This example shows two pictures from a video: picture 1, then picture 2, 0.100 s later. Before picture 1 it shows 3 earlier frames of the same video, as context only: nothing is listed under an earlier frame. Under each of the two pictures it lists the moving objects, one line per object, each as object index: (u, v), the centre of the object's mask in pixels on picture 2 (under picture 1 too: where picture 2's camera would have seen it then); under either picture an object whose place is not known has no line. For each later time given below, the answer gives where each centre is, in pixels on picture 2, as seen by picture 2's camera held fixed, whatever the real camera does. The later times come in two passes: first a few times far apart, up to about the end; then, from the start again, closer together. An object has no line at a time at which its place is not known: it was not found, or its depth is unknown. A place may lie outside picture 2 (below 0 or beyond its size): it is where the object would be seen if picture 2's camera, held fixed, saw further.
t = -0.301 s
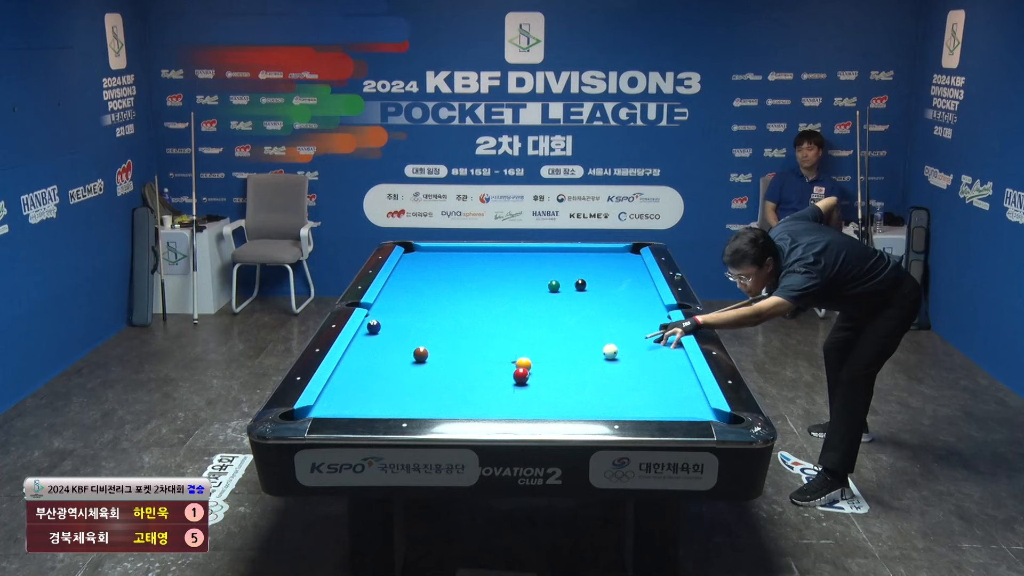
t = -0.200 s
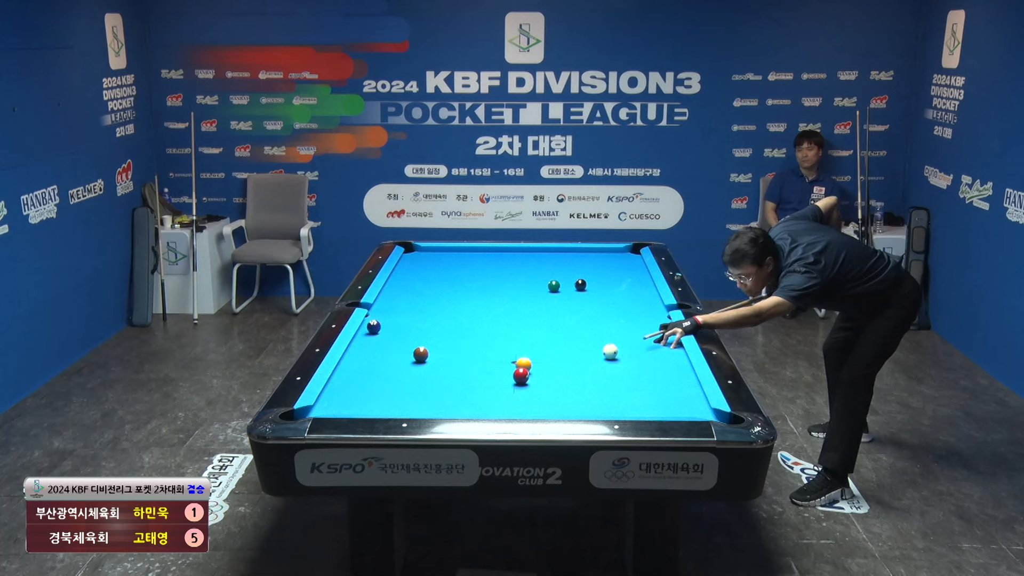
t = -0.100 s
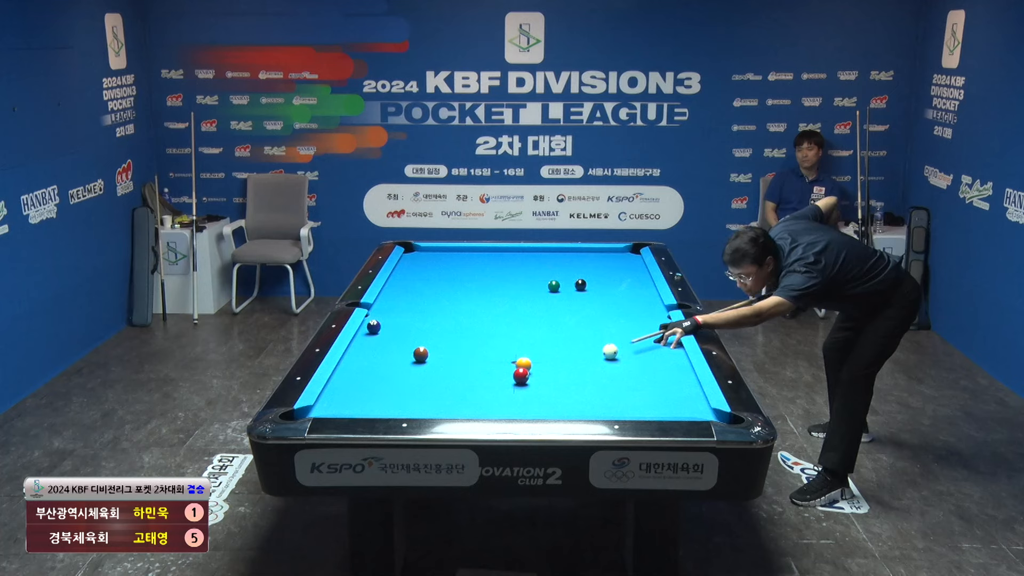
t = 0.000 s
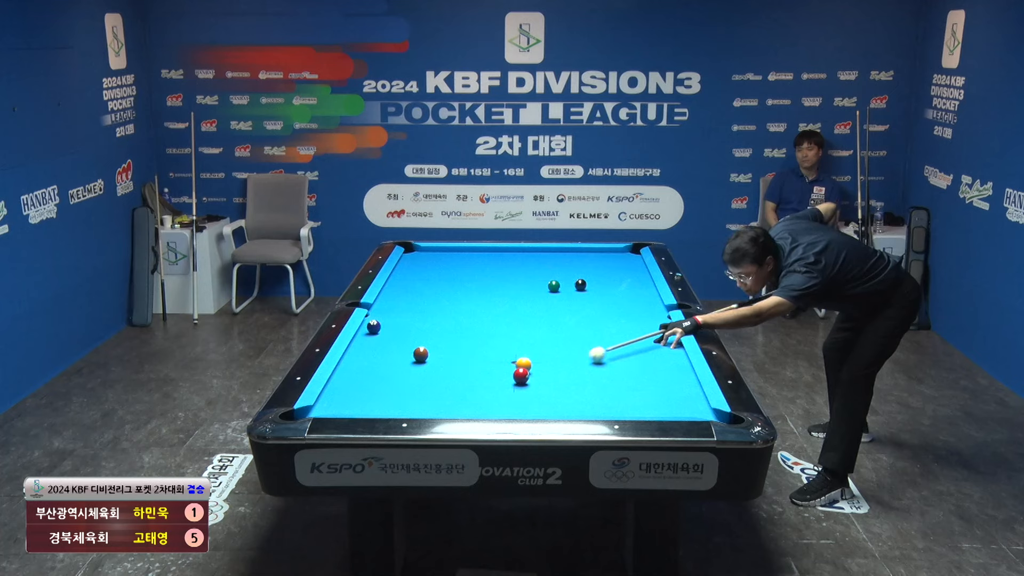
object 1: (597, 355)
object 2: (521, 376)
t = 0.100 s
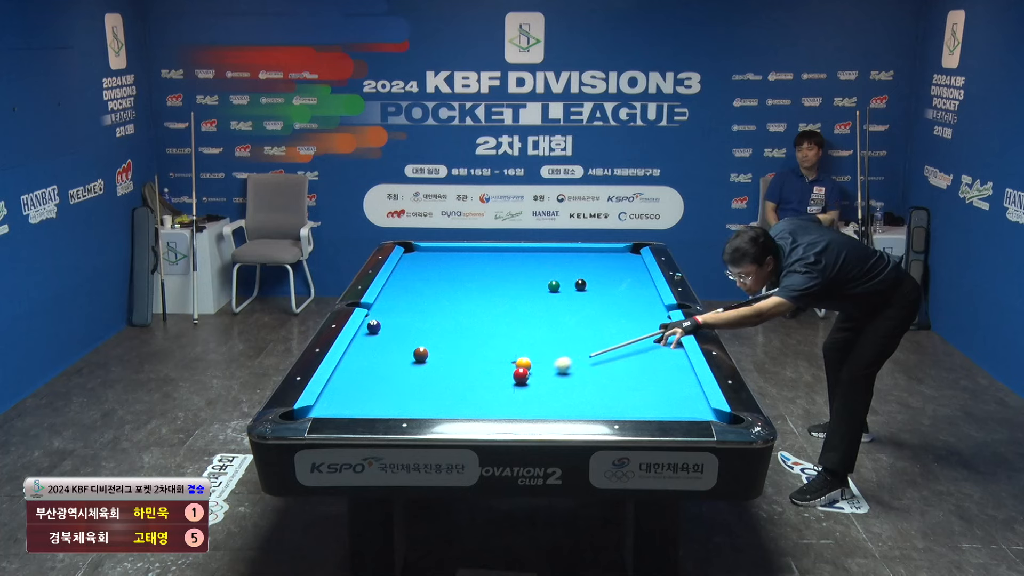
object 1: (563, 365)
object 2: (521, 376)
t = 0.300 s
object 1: (537, 378)
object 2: (477, 383)
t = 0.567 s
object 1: (524, 391)
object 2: (396, 398)
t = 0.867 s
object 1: (506, 406)
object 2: (307, 411)
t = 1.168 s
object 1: (487, 408)
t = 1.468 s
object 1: (468, 402)
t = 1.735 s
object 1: (453, 395)
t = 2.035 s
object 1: (438, 389)
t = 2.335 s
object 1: (424, 383)
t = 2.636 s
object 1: (412, 378)
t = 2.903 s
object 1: (403, 373)
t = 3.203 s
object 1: (393, 369)
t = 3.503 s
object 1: (385, 366)
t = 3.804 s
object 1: (378, 363)
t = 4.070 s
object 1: (372, 361)
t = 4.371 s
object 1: (367, 359)
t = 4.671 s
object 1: (364, 357)
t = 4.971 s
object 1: (361, 356)
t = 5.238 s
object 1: (359, 355)
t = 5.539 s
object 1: (357, 355)
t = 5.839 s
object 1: (357, 355)
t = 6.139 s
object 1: (357, 355)
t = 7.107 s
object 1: (361, 354)
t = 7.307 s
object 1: (357, 355)
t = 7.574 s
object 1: (357, 355)
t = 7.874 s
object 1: (357, 355)
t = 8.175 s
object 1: (357, 355)
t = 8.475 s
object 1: (357, 355)
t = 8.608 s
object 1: (357, 354)
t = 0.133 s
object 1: (552, 368)
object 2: (521, 376)
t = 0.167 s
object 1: (540, 372)
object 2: (521, 376)
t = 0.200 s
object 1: (536, 374)
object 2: (514, 376)
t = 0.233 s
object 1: (537, 375)
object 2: (501, 379)
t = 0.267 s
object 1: (537, 376)
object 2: (489, 381)
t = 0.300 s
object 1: (537, 378)
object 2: (477, 383)
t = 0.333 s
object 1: (536, 379)
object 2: (466, 385)
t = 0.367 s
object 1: (535, 381)
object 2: (455, 387)
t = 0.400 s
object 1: (534, 382)
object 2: (445, 389)
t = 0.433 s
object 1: (532, 384)
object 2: (435, 391)
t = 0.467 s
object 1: (530, 386)
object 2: (425, 393)
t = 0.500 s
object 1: (528, 388)
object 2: (416, 395)
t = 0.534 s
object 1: (526, 389)
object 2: (406, 396)
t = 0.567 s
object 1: (524, 391)
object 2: (396, 398)
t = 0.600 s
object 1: (522, 393)
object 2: (387, 400)
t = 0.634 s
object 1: (520, 395)
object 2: (377, 401)
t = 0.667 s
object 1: (518, 396)
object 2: (367, 403)
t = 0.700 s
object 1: (516, 398)
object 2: (358, 404)
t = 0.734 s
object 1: (514, 400)
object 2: (348, 406)
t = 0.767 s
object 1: (512, 402)
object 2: (338, 406)
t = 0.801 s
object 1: (510, 404)
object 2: (328, 408)
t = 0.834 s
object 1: (508, 405)
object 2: (318, 409)
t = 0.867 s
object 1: (506, 406)
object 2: (307, 411)
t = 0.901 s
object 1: (504, 408)
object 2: (298, 414)
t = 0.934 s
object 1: (502, 409)
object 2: (292, 418)
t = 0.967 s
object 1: (500, 409)
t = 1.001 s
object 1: (498, 410)
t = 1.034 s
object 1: (495, 411)
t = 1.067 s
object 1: (493, 410)
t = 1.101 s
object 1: (491, 409)
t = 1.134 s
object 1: (489, 409)
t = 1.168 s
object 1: (487, 408)
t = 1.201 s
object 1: (484, 408)
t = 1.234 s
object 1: (482, 407)
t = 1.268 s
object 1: (480, 406)
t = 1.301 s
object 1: (478, 406)
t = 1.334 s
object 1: (476, 405)
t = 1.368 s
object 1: (474, 404)
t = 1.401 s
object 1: (472, 404)
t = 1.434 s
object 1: (470, 403)
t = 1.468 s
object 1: (468, 402)
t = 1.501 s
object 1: (466, 401)
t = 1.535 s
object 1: (464, 400)
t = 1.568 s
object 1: (462, 399)
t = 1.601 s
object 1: (460, 399)
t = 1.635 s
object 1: (458, 398)
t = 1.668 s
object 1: (456, 397)
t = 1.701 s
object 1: (455, 396)
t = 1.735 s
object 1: (453, 395)
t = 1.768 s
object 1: (451, 394)
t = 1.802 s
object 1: (449, 394)
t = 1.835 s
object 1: (447, 393)
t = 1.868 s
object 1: (446, 392)
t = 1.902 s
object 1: (444, 392)
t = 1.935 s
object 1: (442, 391)
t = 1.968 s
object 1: (441, 390)
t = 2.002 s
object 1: (439, 389)
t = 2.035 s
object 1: (438, 389)
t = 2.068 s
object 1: (436, 388)
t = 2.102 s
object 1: (435, 387)
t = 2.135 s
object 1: (433, 387)
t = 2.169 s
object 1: (431, 386)
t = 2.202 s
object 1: (430, 385)
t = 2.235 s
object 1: (428, 385)
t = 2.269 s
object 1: (427, 384)
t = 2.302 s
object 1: (426, 383)
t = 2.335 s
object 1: (424, 383)
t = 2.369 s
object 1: (423, 382)
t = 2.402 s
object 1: (421, 381)
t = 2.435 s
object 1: (420, 381)
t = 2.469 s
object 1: (419, 380)
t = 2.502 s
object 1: (417, 380)
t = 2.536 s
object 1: (416, 379)
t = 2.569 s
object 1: (415, 379)
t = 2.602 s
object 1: (413, 378)
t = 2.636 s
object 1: (412, 378)
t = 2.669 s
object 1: (411, 377)
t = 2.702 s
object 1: (410, 376)
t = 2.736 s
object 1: (409, 376)
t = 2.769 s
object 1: (407, 375)
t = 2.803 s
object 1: (406, 375)
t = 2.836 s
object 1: (405, 374)
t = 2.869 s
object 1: (404, 374)
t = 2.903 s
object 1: (403, 373)
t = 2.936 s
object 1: (402, 373)
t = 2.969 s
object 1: (401, 372)
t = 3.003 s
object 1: (400, 372)
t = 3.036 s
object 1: (398, 371)
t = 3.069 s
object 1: (397, 371)
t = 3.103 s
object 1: (396, 371)
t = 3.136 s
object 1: (395, 370)
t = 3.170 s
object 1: (394, 370)
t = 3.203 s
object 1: (393, 369)
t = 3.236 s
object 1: (392, 369)
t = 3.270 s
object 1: (391, 368)
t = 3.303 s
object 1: (390, 368)
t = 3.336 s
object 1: (390, 368)
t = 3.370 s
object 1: (389, 367)
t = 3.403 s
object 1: (388, 367)
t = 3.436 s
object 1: (387, 366)
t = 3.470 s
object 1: (386, 366)
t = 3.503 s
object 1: (385, 366)
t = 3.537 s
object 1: (384, 365)
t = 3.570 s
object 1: (383, 365)
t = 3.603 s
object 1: (382, 365)
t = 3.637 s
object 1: (381, 364)
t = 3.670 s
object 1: (381, 364)
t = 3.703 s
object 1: (380, 364)
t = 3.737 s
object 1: (379, 363)
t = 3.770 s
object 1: (378, 363)
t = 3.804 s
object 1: (378, 363)
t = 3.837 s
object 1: (377, 363)
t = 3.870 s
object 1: (376, 362)
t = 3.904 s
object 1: (375, 362)
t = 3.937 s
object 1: (375, 362)
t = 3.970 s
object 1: (374, 361)
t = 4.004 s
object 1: (374, 361)
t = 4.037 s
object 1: (373, 361)
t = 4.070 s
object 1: (372, 361)
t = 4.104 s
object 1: (372, 360)
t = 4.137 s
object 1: (371, 360)
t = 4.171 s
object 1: (371, 360)
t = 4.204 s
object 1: (370, 360)
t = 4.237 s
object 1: (369, 360)
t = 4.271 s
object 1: (369, 359)
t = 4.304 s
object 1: (368, 359)
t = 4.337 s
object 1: (368, 359)
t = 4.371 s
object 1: (367, 359)
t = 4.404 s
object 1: (367, 358)
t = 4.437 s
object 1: (366, 358)
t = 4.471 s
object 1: (366, 358)
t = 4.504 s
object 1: (365, 358)
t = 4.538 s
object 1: (365, 358)
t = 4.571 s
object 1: (365, 358)
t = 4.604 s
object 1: (364, 357)
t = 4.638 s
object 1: (364, 357)
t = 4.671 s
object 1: (364, 357)
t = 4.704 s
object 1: (363, 357)
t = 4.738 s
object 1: (363, 357)
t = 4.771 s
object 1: (363, 357)
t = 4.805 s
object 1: (362, 356)
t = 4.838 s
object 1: (362, 356)
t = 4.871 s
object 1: (362, 356)
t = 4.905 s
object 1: (361, 356)
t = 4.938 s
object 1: (361, 356)
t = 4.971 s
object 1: (361, 356)
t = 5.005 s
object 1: (361, 356)
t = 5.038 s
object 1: (360, 356)
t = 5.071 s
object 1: (360, 356)
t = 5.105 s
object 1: (360, 356)
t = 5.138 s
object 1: (360, 356)
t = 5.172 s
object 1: (359, 355)
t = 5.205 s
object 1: (359, 355)
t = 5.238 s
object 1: (359, 355)
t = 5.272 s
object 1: (359, 355)
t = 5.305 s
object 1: (358, 355)
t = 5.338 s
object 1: (358, 355)
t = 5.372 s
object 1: (358, 355)
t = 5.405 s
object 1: (358, 355)
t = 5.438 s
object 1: (358, 355)
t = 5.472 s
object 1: (358, 355)
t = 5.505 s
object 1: (358, 355)
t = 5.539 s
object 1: (357, 355)
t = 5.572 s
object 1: (357, 355)
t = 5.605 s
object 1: (357, 355)
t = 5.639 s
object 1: (357, 355)
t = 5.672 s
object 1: (357, 355)
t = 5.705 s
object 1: (357, 355)
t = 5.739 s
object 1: (357, 355)
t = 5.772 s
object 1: (357, 355)
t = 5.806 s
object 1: (357, 355)
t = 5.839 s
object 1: (357, 355)
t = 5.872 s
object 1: (357, 355)
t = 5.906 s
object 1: (357, 355)
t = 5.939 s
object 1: (357, 355)
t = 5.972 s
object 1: (357, 355)
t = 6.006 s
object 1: (357, 355)
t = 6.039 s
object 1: (357, 355)
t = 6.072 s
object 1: (357, 355)
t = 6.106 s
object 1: (357, 355)
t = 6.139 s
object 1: (357, 355)
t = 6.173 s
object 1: (357, 355)
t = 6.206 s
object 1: (357, 355)
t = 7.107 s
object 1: (361, 354)
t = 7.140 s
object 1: (360, 354)
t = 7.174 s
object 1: (359, 354)
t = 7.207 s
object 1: (358, 355)
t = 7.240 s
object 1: (357, 355)
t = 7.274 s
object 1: (357, 355)
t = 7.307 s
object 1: (357, 355)
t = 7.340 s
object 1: (357, 355)
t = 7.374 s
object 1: (357, 355)
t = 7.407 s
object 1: (357, 355)
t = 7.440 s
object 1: (357, 355)
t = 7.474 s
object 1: (357, 355)
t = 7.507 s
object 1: (357, 355)
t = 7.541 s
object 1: (357, 355)
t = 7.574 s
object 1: (357, 355)
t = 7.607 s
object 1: (357, 355)
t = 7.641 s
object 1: (357, 355)
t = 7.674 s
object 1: (357, 355)
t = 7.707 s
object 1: (357, 355)
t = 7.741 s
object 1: (357, 355)
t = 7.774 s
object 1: (357, 355)
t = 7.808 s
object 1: (357, 355)
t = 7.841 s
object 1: (357, 355)
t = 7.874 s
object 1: (357, 355)
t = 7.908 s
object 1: (357, 355)
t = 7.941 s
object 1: (357, 355)
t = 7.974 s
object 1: (357, 355)
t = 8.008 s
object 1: (357, 355)
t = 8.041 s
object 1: (357, 355)
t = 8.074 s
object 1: (357, 355)
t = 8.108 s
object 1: (357, 355)
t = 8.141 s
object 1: (357, 355)
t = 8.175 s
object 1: (357, 355)
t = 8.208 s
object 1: (357, 355)
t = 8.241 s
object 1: (357, 355)
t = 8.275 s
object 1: (357, 355)
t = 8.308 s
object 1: (357, 355)
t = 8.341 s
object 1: (357, 355)
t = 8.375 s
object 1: (357, 355)
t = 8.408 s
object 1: (357, 355)
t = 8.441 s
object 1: (357, 355)
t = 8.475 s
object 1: (357, 355)
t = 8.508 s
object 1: (357, 355)
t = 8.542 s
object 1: (357, 355)
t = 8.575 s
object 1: (357, 355)
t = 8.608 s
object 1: (357, 354)
